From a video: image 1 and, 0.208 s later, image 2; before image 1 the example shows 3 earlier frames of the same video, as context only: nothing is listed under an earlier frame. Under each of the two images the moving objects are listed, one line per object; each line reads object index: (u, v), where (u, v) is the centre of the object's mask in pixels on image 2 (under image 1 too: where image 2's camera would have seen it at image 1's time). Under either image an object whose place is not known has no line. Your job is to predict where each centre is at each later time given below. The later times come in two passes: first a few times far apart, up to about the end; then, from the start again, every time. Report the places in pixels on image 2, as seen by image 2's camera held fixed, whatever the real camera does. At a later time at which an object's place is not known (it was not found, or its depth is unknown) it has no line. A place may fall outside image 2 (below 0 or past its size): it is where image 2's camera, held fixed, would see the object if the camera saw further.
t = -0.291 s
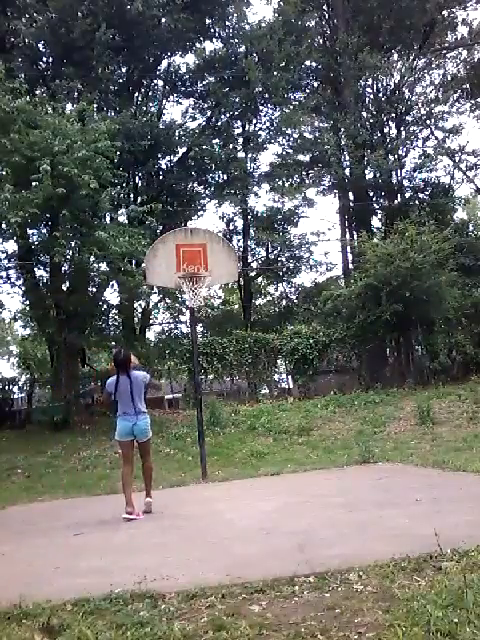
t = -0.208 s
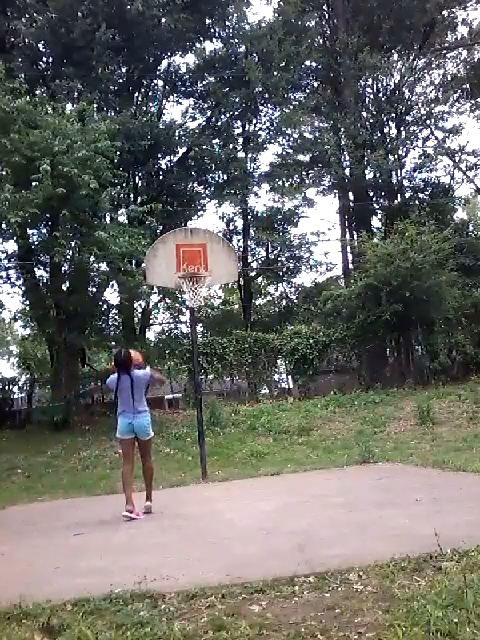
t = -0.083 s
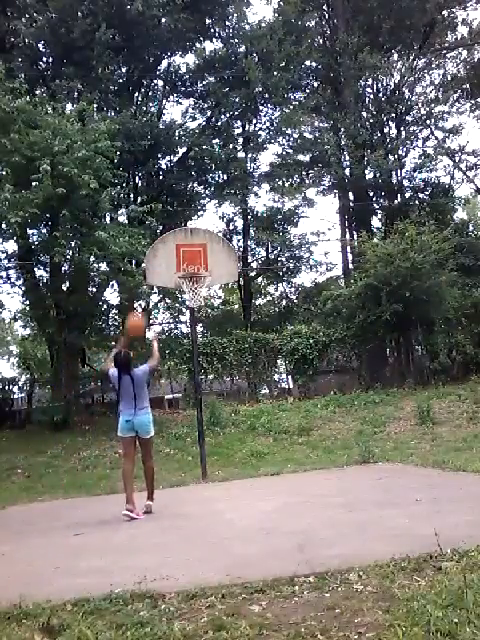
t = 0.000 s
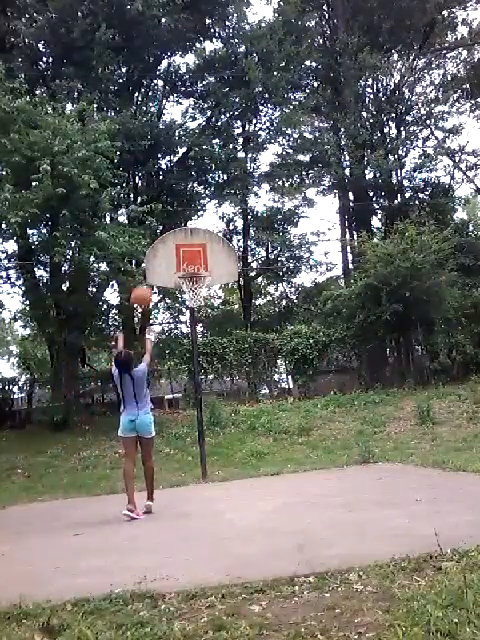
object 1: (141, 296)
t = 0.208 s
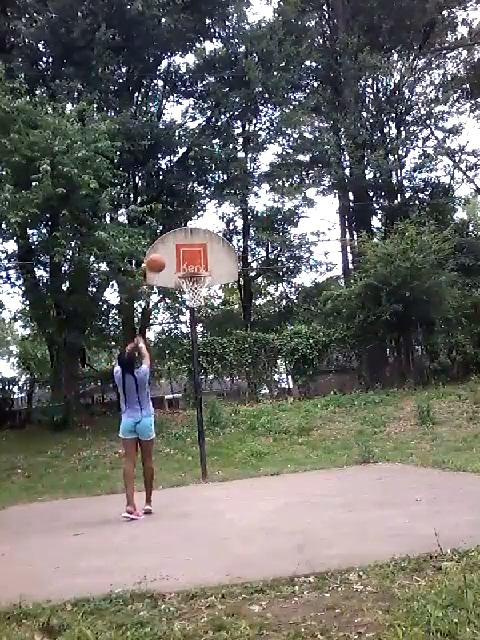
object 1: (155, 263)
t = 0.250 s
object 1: (158, 261)
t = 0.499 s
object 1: (170, 270)
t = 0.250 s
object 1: (158, 261)
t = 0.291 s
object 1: (161, 260)
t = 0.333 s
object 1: (163, 260)
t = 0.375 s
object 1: (166, 262)
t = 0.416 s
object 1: (168, 265)
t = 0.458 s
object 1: (171, 268)
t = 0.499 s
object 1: (170, 270)
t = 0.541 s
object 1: (166, 268)
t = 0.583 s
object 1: (161, 269)
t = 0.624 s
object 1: (157, 269)
